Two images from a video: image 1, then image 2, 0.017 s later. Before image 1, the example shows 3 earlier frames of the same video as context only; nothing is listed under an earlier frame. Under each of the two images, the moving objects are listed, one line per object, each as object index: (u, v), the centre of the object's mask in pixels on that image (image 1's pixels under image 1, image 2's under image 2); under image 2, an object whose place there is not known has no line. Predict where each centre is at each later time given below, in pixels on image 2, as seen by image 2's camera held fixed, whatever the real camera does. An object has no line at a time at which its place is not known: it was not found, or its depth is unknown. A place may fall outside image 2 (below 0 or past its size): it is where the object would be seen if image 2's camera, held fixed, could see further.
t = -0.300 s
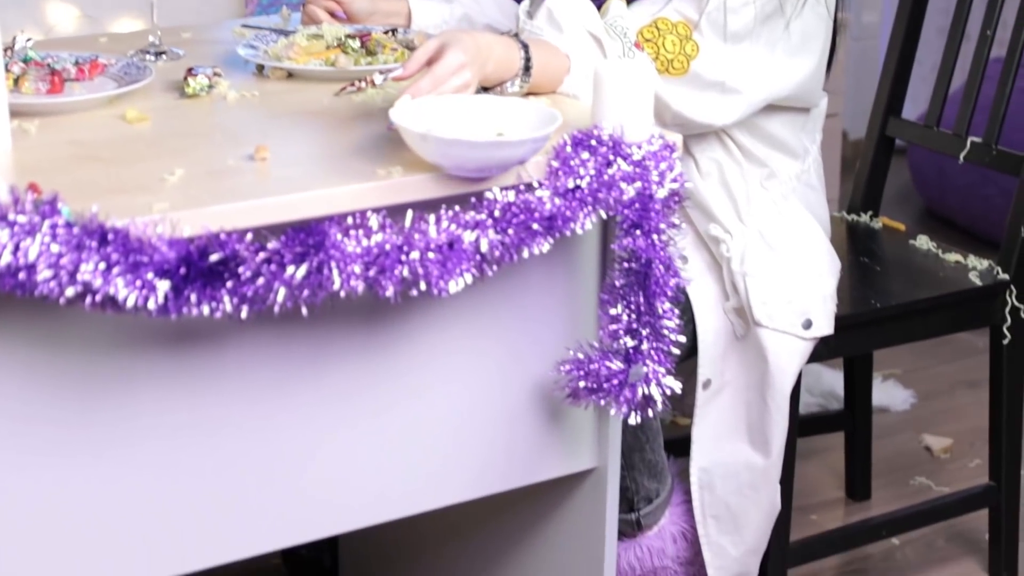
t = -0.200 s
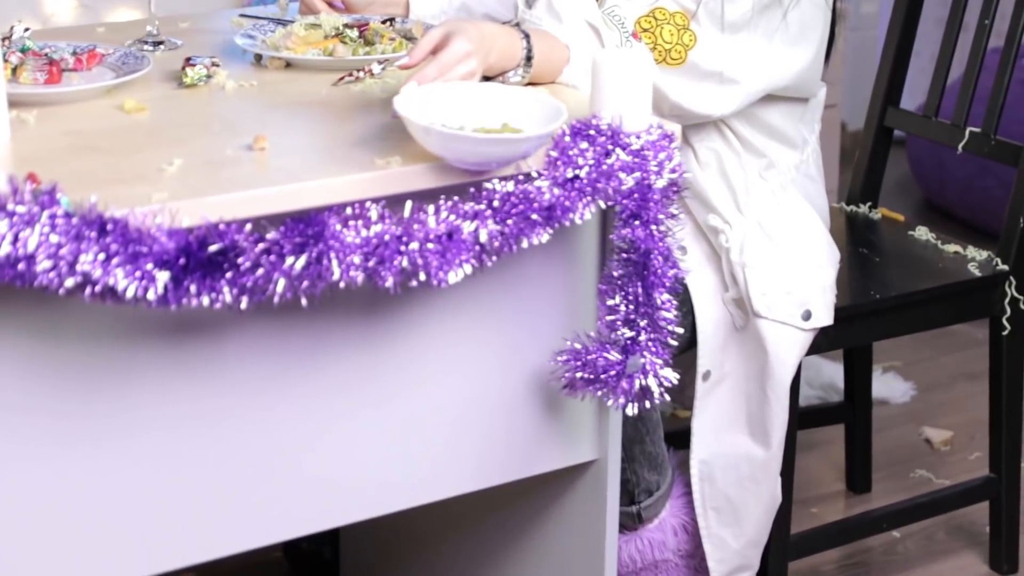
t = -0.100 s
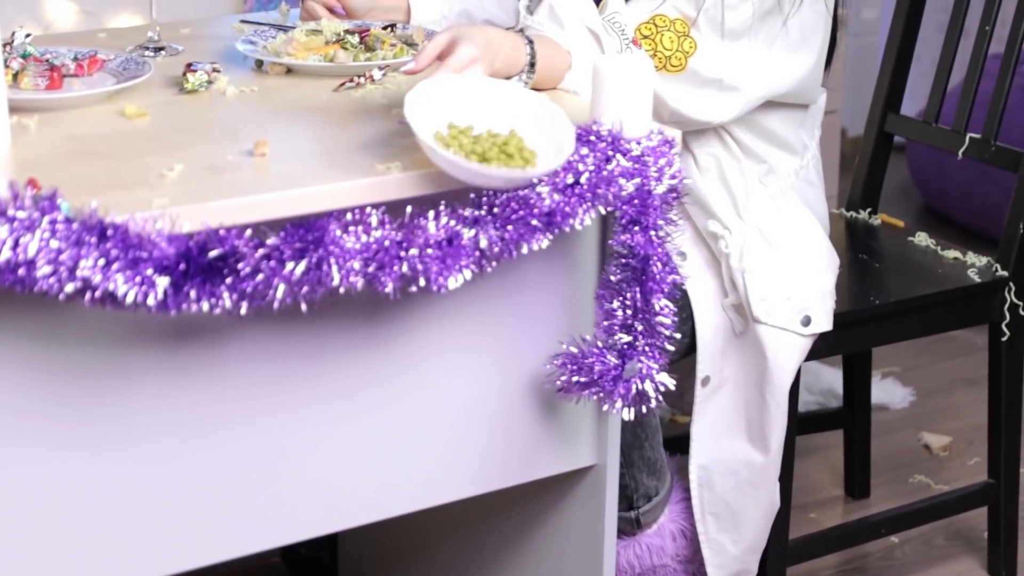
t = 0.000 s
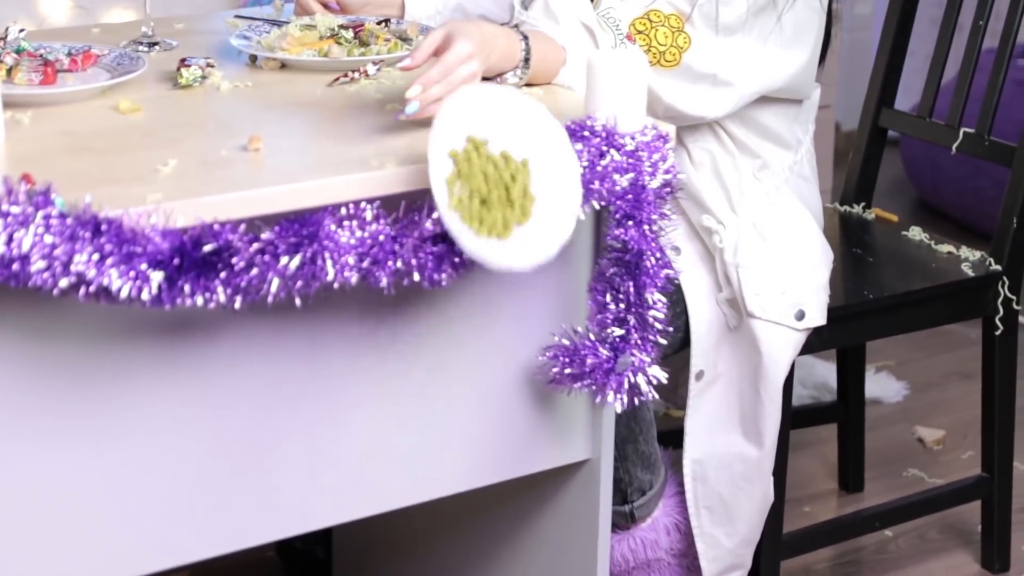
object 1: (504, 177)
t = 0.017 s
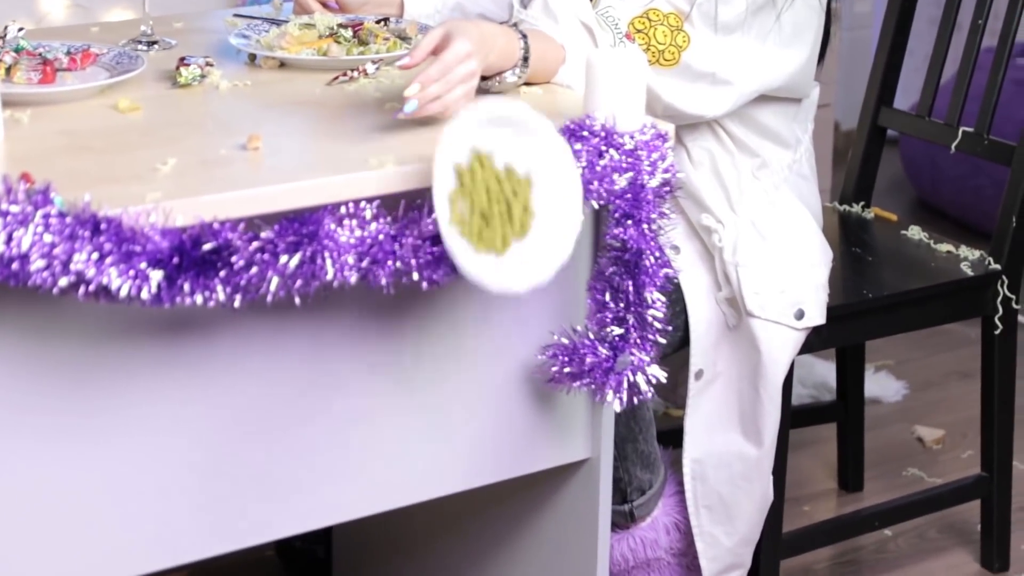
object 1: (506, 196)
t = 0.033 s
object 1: (509, 219)
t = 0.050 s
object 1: (513, 248)
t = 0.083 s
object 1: (518, 305)
